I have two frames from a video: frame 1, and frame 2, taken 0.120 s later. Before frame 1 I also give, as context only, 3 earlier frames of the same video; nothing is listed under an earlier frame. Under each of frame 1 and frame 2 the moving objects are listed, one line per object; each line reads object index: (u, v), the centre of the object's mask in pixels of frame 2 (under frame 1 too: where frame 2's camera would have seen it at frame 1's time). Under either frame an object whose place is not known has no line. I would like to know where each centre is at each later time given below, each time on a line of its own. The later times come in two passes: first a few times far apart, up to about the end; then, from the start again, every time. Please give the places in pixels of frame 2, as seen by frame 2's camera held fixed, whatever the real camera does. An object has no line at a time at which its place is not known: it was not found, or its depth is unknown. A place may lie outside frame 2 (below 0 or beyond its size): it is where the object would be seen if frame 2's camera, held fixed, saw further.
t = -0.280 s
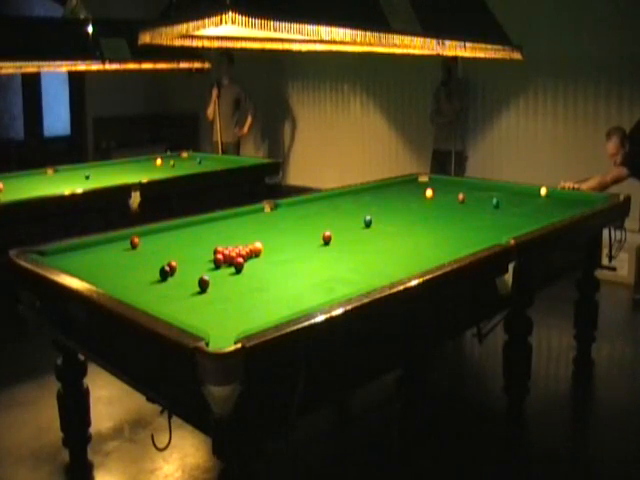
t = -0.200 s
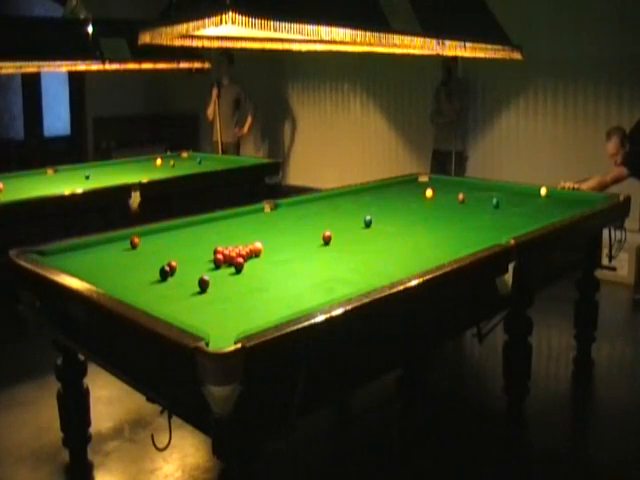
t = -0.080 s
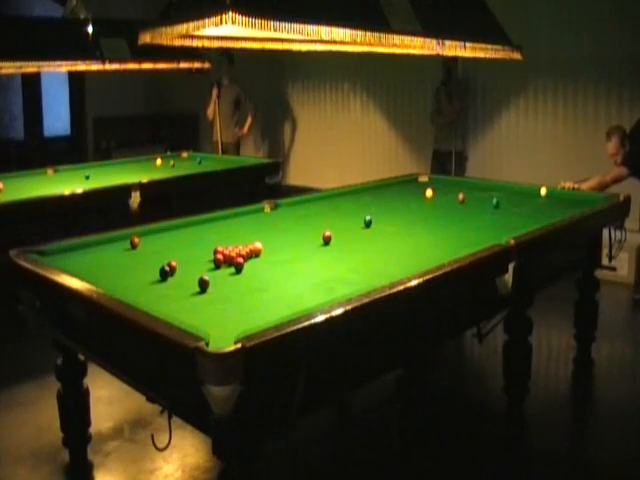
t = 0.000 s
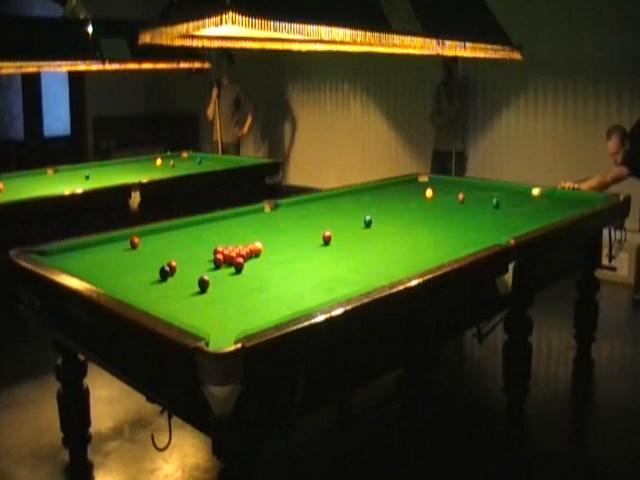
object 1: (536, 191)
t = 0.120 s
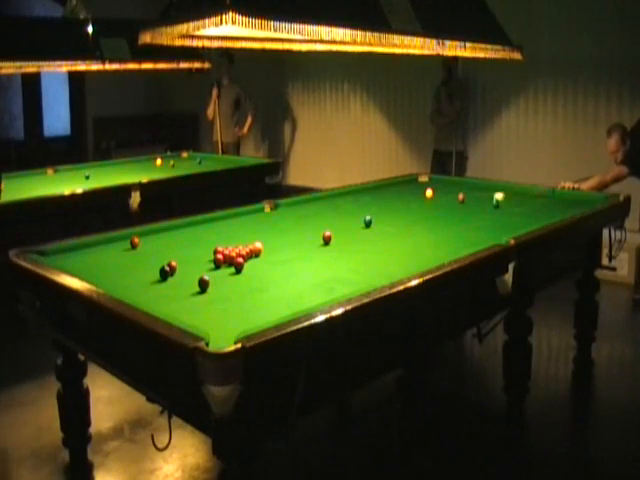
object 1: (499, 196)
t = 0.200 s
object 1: (472, 199)
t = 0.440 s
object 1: (383, 209)
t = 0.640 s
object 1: (298, 220)
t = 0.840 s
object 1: (203, 232)
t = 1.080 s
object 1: (139, 241)
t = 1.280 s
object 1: (116, 246)
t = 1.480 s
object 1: (89, 250)
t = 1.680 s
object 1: (62, 255)
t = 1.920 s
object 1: (57, 255)
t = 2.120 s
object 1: (73, 251)
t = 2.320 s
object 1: (86, 248)
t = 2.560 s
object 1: (101, 244)
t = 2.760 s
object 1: (113, 241)
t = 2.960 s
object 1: (123, 238)
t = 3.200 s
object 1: (135, 235)
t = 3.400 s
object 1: (143, 233)
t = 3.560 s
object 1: (150, 231)
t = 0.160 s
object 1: (485, 197)
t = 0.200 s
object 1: (472, 199)
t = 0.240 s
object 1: (459, 200)
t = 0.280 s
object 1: (444, 202)
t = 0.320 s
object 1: (429, 204)
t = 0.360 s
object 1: (414, 206)
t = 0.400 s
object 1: (399, 207)
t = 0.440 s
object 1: (383, 209)
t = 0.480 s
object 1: (367, 211)
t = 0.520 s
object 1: (350, 213)
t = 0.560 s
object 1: (333, 215)
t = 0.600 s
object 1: (316, 218)
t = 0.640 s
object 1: (298, 220)
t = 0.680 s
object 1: (280, 222)
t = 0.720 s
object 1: (261, 225)
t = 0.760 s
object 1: (243, 227)
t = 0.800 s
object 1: (223, 229)
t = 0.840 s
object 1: (203, 232)
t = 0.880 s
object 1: (184, 234)
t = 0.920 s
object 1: (163, 237)
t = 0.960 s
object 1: (144, 240)
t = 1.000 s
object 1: (143, 240)
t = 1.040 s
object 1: (142, 241)
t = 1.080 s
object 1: (139, 241)
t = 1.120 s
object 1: (136, 242)
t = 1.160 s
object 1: (132, 243)
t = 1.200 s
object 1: (127, 244)
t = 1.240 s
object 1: (122, 245)
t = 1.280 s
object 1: (116, 246)
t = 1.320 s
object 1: (111, 247)
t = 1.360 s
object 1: (106, 248)
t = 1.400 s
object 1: (100, 249)
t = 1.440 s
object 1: (94, 250)
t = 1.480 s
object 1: (89, 250)
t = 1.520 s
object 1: (84, 252)
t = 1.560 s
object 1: (78, 253)
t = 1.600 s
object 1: (73, 253)
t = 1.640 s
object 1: (68, 254)
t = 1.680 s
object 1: (62, 255)
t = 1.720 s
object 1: (57, 256)
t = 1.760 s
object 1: (52, 256)
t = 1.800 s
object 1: (48, 256)
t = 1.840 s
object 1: (52, 256)
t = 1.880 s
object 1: (55, 255)
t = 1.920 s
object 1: (57, 255)
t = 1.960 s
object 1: (60, 254)
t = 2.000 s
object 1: (64, 253)
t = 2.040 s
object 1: (67, 252)
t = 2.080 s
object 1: (70, 252)
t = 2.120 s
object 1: (73, 251)
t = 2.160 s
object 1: (76, 250)
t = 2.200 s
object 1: (78, 250)
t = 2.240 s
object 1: (81, 249)
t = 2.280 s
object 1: (84, 248)
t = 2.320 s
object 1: (86, 248)
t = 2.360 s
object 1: (89, 247)
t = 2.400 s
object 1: (92, 247)
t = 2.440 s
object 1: (94, 246)
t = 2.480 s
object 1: (97, 245)
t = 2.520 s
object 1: (99, 245)
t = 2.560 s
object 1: (101, 244)
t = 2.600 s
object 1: (104, 243)
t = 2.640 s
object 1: (106, 243)
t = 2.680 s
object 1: (108, 242)
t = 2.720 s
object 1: (111, 242)
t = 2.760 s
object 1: (113, 241)
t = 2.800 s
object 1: (115, 241)
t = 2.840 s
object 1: (117, 240)
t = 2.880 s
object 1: (119, 239)
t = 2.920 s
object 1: (121, 239)
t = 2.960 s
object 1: (123, 238)
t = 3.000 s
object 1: (125, 238)
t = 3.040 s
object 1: (127, 237)
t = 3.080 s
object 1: (129, 237)
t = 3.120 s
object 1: (131, 236)
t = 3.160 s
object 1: (133, 235)
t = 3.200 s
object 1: (135, 235)
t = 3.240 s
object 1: (137, 235)
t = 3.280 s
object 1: (138, 234)
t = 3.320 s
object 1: (140, 234)
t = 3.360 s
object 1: (142, 233)
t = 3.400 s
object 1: (143, 233)
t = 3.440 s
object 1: (145, 232)
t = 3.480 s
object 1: (147, 232)
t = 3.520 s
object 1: (148, 232)
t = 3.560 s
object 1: (150, 231)
